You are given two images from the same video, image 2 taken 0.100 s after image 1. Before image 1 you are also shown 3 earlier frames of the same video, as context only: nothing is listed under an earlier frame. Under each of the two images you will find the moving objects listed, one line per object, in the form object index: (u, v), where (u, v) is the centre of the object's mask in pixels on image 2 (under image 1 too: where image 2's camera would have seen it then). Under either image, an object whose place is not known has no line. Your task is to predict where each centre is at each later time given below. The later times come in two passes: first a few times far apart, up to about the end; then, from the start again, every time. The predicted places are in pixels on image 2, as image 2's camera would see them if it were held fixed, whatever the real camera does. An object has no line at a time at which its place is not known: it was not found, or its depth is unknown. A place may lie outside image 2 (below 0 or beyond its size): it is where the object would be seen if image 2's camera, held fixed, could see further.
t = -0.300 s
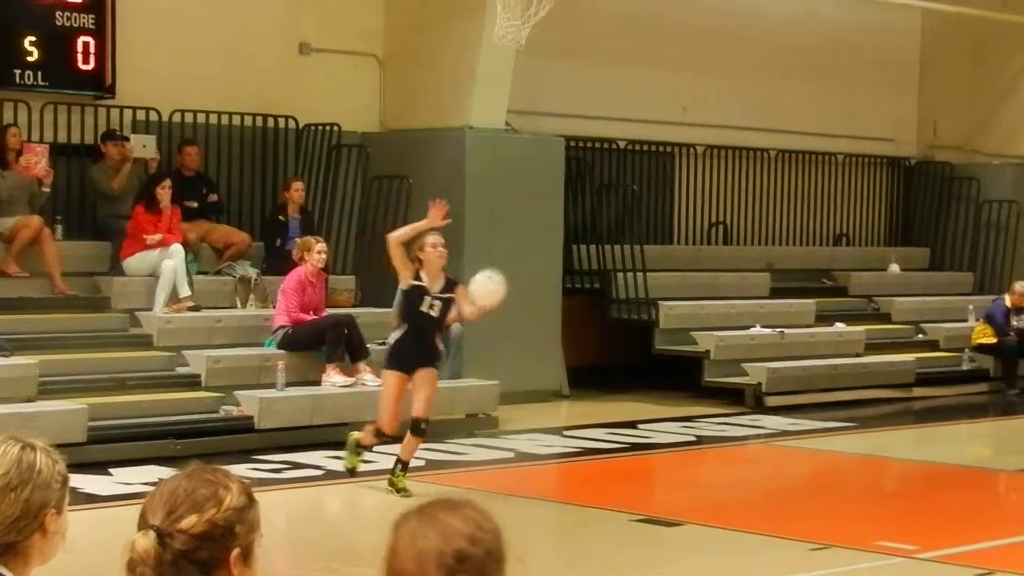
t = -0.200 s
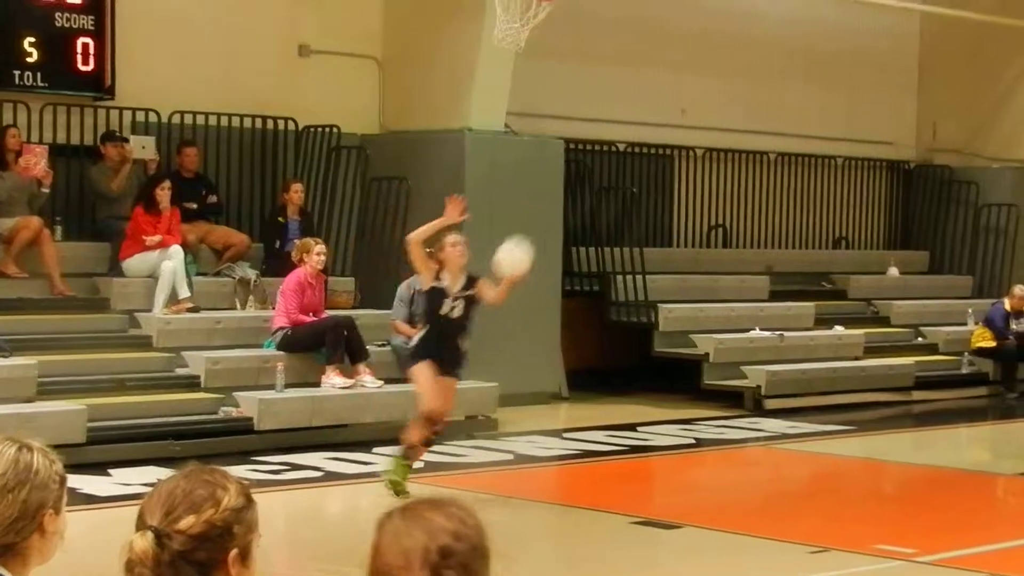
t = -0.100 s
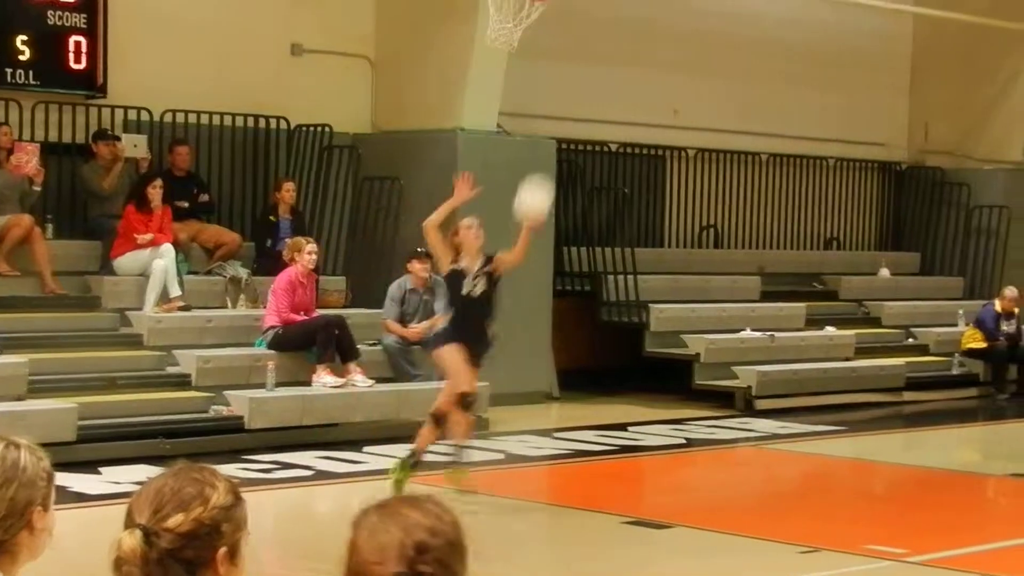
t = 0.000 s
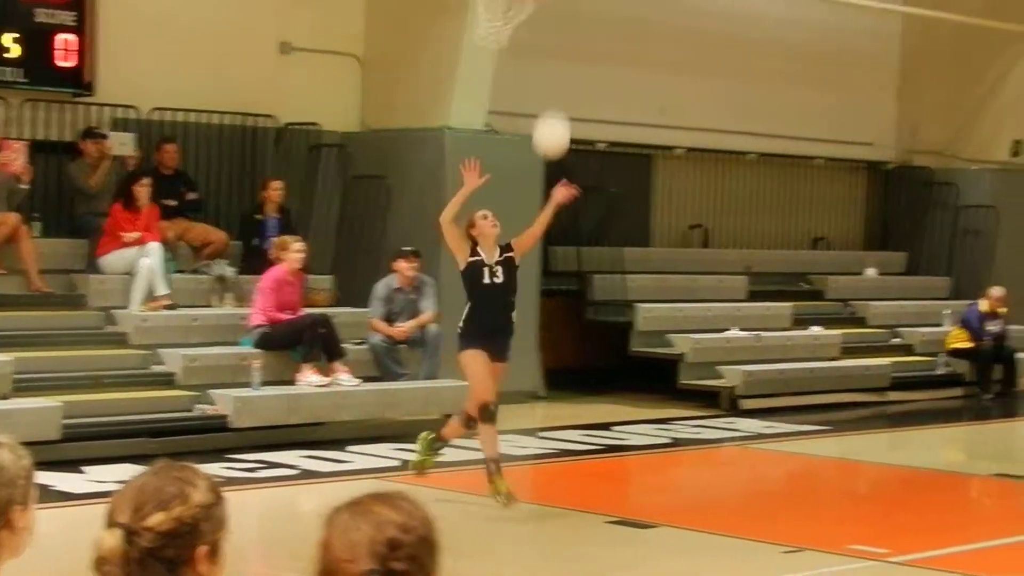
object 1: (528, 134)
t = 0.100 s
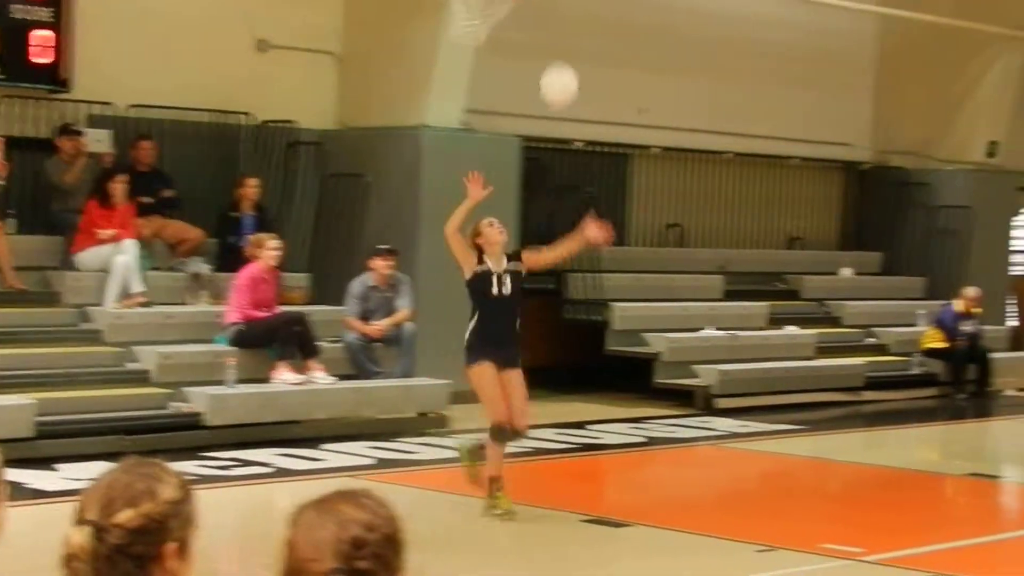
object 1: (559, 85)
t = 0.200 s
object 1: (589, 55)
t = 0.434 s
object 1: (657, 51)
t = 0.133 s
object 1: (569, 74)
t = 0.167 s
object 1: (579, 63)
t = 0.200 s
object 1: (589, 55)
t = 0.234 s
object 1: (599, 48)
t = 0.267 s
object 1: (609, 44)
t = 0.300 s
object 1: (619, 41)
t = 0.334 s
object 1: (629, 40)
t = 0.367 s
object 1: (639, 42)
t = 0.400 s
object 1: (647, 45)
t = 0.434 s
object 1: (657, 51)
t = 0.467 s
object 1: (667, 58)
